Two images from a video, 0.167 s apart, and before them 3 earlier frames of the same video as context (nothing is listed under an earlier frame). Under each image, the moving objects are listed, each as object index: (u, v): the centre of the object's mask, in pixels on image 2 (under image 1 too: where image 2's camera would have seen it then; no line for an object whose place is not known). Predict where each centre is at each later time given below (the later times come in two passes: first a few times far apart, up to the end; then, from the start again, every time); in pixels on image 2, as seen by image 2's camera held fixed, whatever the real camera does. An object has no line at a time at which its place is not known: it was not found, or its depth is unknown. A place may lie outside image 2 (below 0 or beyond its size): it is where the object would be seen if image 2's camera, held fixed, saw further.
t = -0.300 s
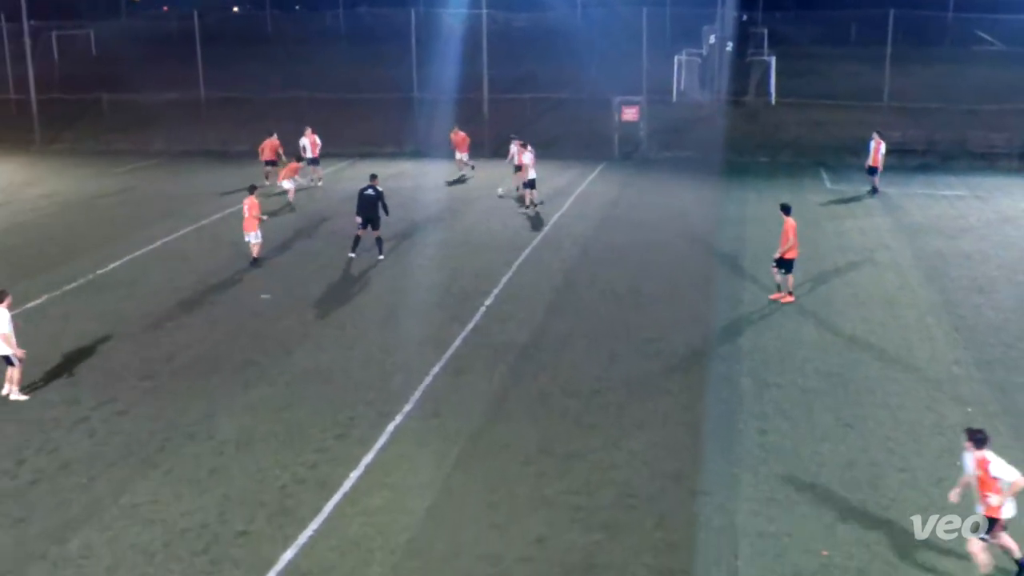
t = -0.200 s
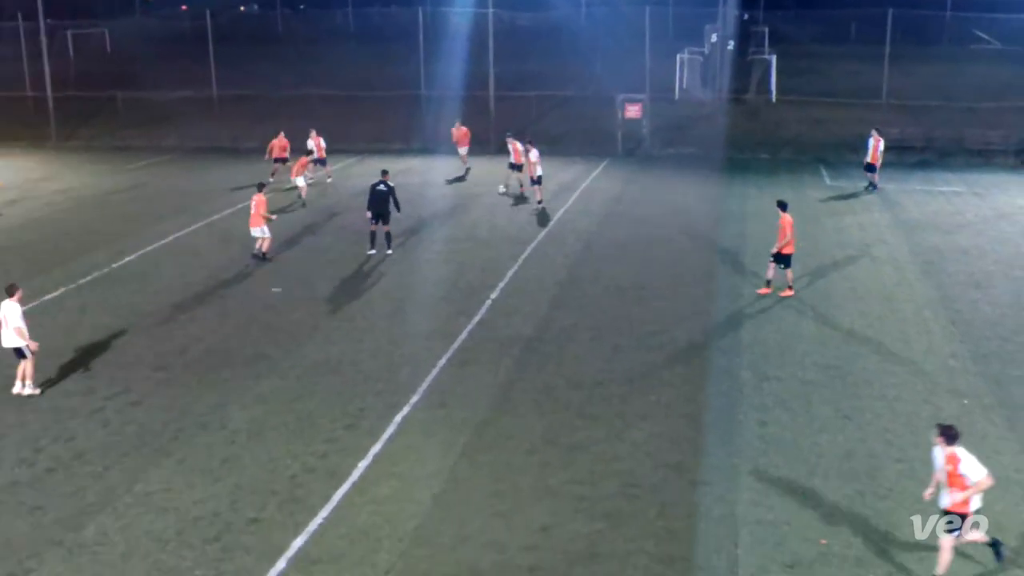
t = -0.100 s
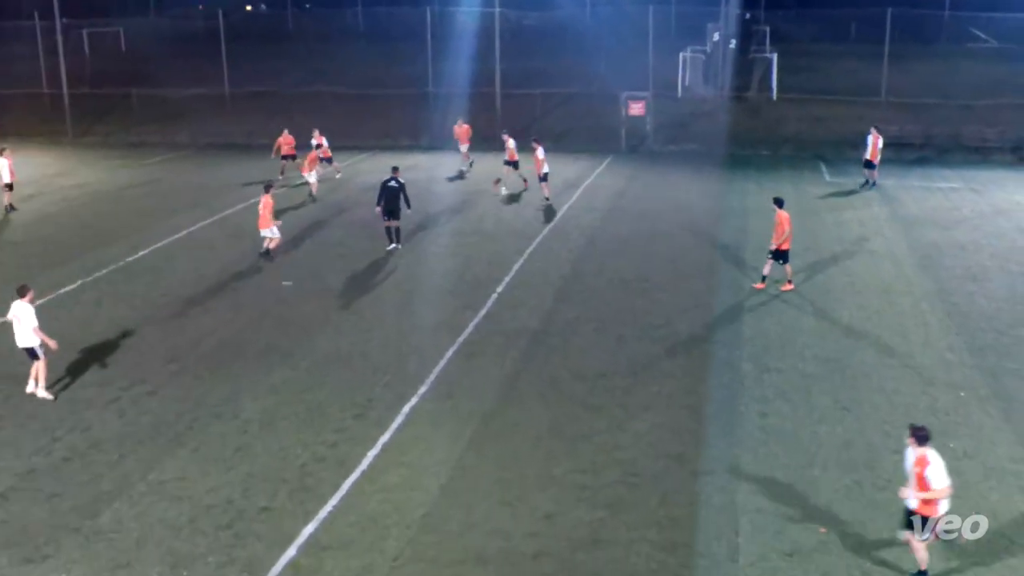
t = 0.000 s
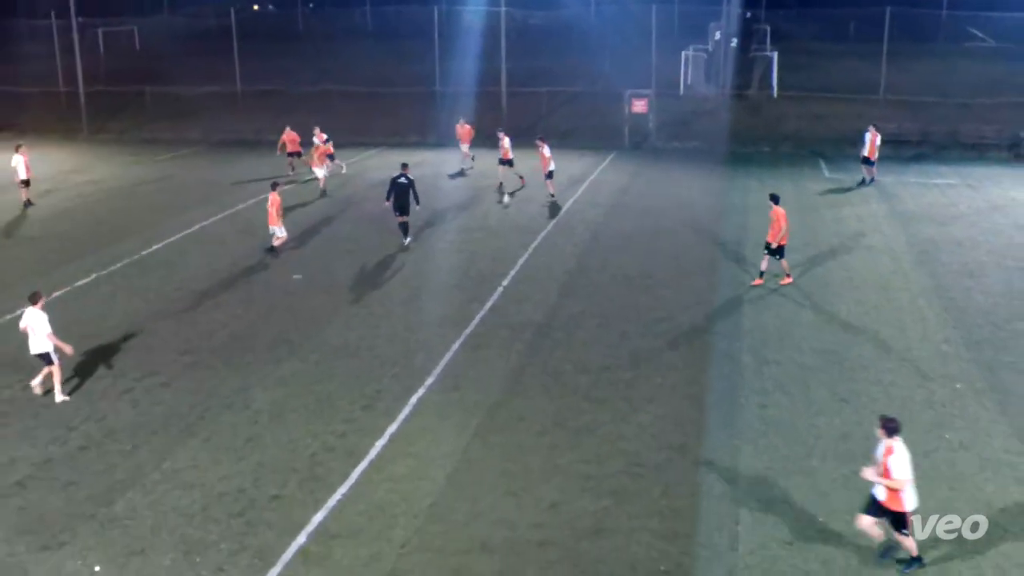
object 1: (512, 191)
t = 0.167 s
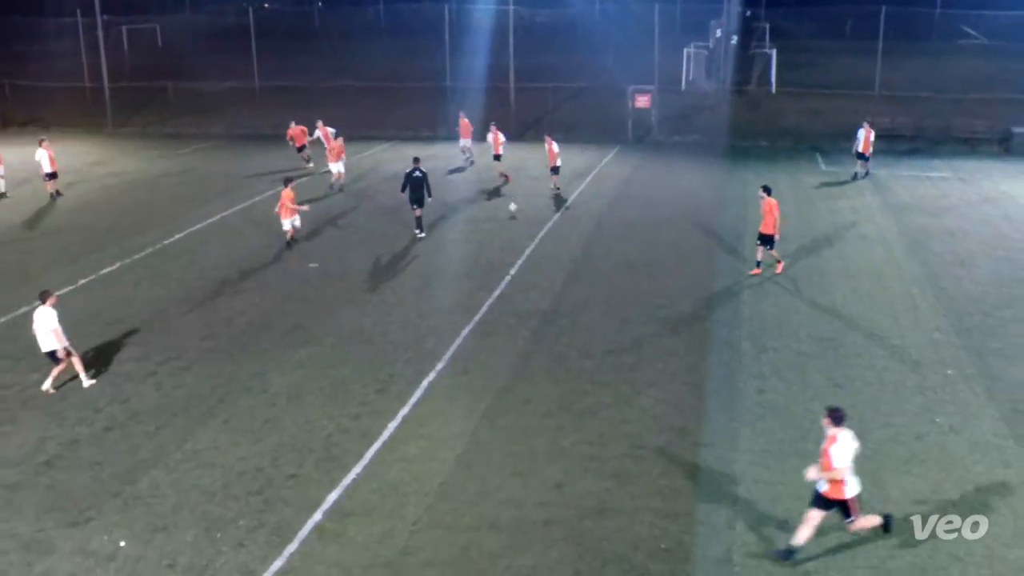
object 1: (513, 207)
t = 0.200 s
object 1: (512, 213)
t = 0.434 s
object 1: (516, 242)
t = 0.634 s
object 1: (520, 270)
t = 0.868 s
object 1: (529, 301)
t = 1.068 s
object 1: (535, 332)
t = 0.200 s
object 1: (512, 213)
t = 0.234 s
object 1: (513, 217)
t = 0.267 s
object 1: (513, 222)
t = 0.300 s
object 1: (513, 227)
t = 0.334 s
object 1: (514, 230)
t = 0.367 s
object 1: (515, 233)
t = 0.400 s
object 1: (515, 237)
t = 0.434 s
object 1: (516, 242)
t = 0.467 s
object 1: (517, 247)
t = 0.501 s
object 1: (518, 250)
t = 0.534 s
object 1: (518, 259)
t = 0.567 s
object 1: (519, 262)
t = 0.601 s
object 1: (519, 265)
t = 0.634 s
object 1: (520, 270)
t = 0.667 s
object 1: (523, 275)
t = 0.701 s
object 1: (524, 280)
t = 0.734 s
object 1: (525, 284)
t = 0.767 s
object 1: (526, 289)
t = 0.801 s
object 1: (527, 293)
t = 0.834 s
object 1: (528, 297)
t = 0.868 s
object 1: (529, 301)
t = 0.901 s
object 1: (530, 305)
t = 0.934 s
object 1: (531, 310)
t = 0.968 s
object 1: (532, 316)
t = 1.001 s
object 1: (533, 321)
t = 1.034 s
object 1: (534, 326)
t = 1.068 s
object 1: (535, 332)
